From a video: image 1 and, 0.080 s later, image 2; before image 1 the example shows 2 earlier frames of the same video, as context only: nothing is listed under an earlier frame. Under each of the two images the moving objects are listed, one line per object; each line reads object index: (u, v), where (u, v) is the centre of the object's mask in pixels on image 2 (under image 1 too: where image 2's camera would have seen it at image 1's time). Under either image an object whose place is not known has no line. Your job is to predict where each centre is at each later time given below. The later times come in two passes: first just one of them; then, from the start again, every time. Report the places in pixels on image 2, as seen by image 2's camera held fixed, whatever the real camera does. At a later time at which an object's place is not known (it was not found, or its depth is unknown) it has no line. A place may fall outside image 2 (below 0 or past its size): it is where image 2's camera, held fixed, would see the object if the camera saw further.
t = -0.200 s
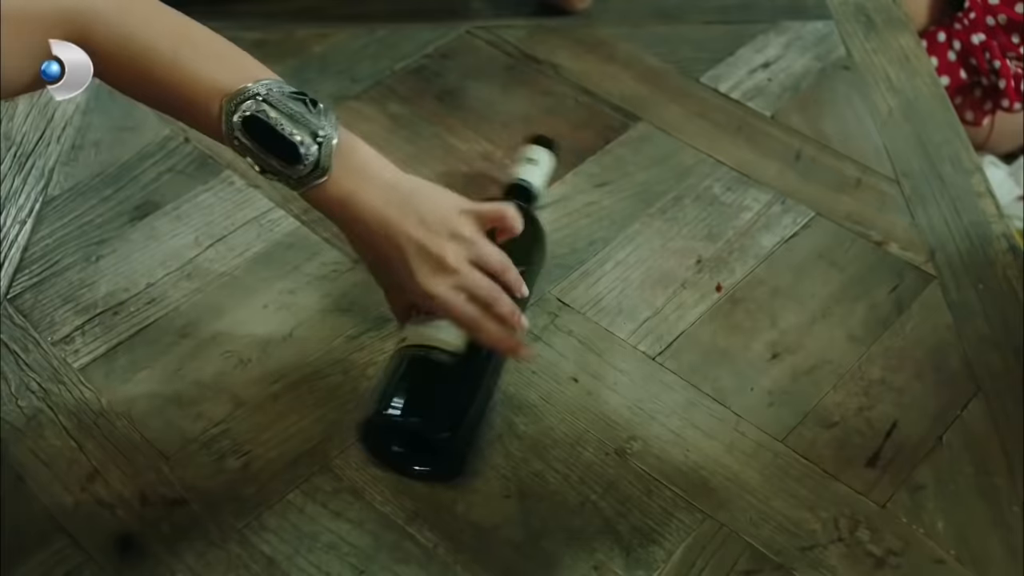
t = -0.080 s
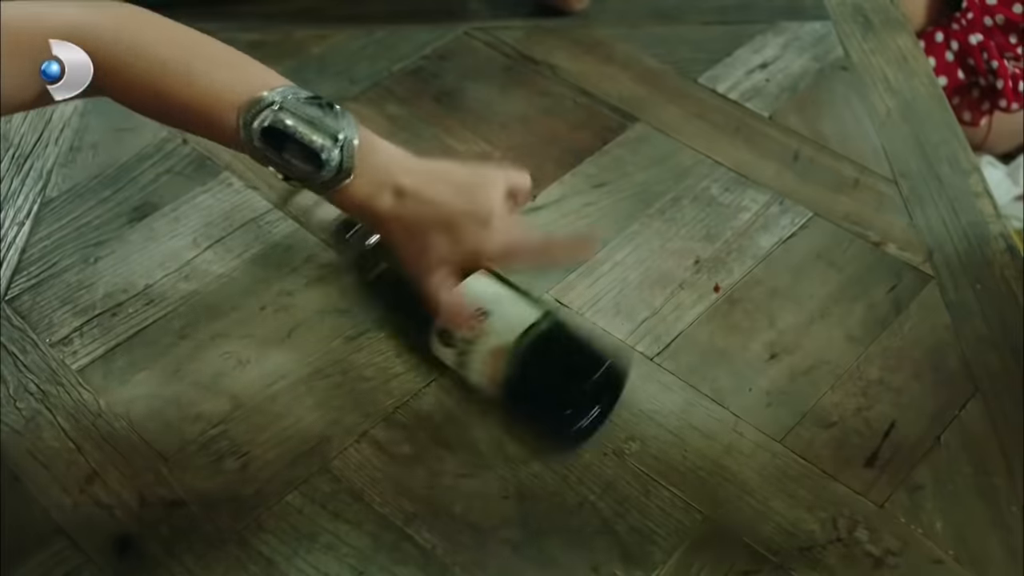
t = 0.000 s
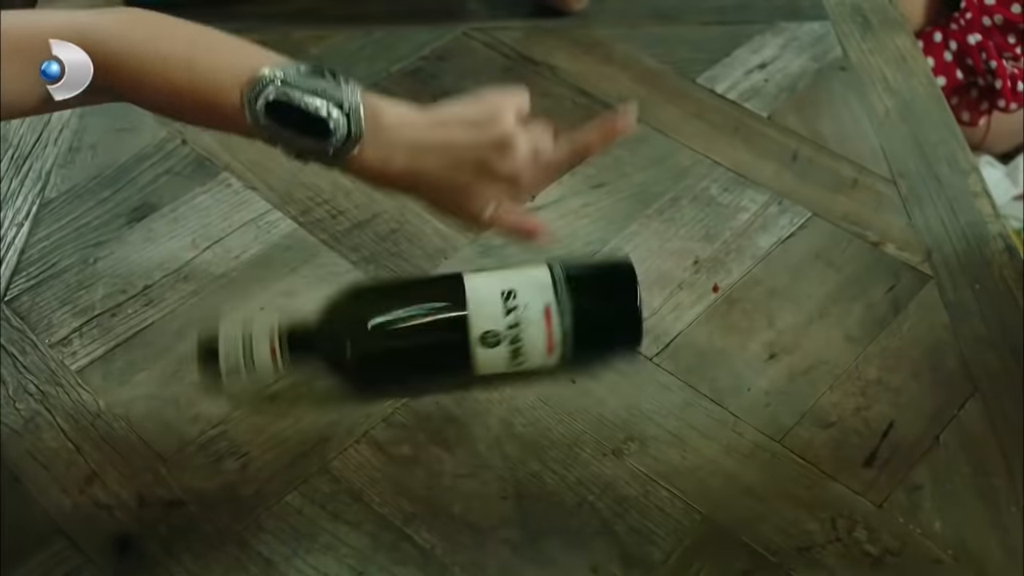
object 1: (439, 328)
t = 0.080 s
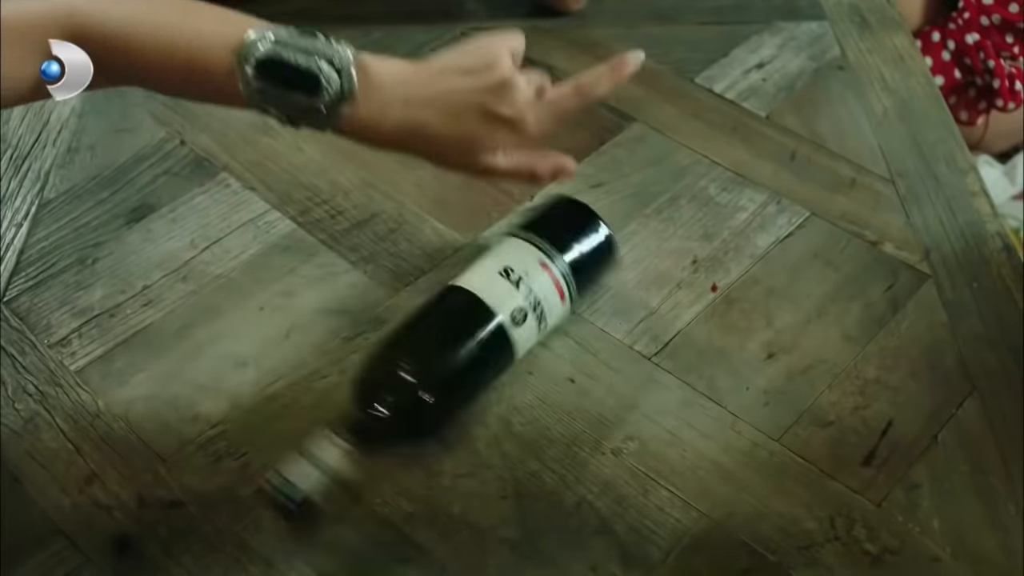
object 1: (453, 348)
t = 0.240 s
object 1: (509, 347)
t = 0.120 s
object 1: (466, 358)
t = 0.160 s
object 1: (482, 360)
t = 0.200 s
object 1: (497, 354)
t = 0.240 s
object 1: (509, 347)
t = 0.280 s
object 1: (512, 337)
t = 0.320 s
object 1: (509, 328)
